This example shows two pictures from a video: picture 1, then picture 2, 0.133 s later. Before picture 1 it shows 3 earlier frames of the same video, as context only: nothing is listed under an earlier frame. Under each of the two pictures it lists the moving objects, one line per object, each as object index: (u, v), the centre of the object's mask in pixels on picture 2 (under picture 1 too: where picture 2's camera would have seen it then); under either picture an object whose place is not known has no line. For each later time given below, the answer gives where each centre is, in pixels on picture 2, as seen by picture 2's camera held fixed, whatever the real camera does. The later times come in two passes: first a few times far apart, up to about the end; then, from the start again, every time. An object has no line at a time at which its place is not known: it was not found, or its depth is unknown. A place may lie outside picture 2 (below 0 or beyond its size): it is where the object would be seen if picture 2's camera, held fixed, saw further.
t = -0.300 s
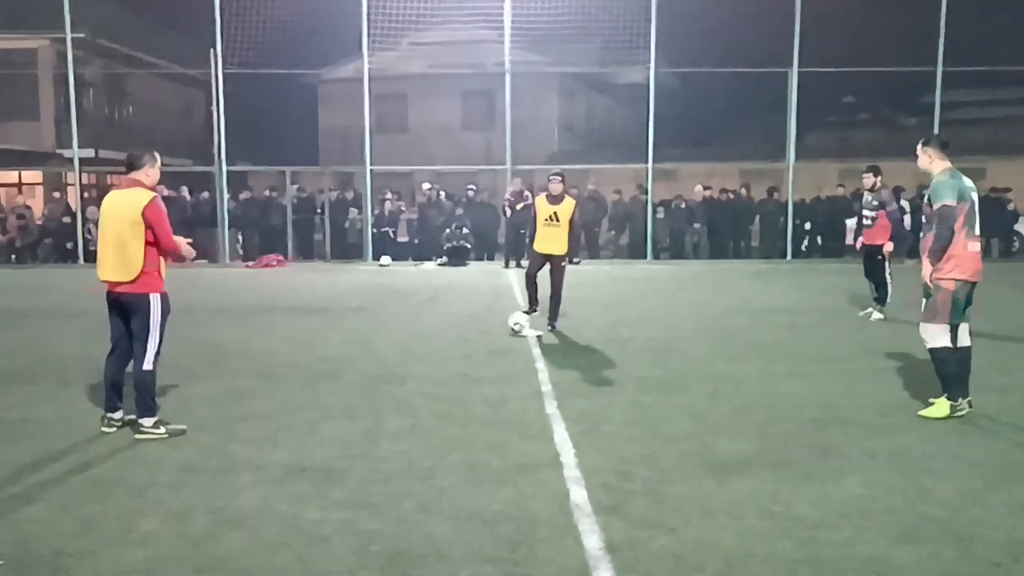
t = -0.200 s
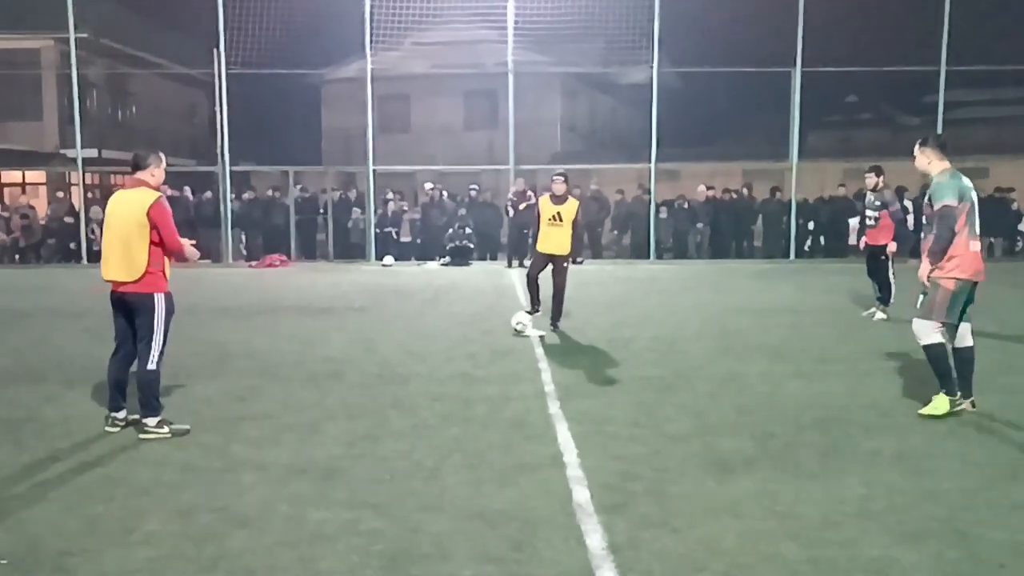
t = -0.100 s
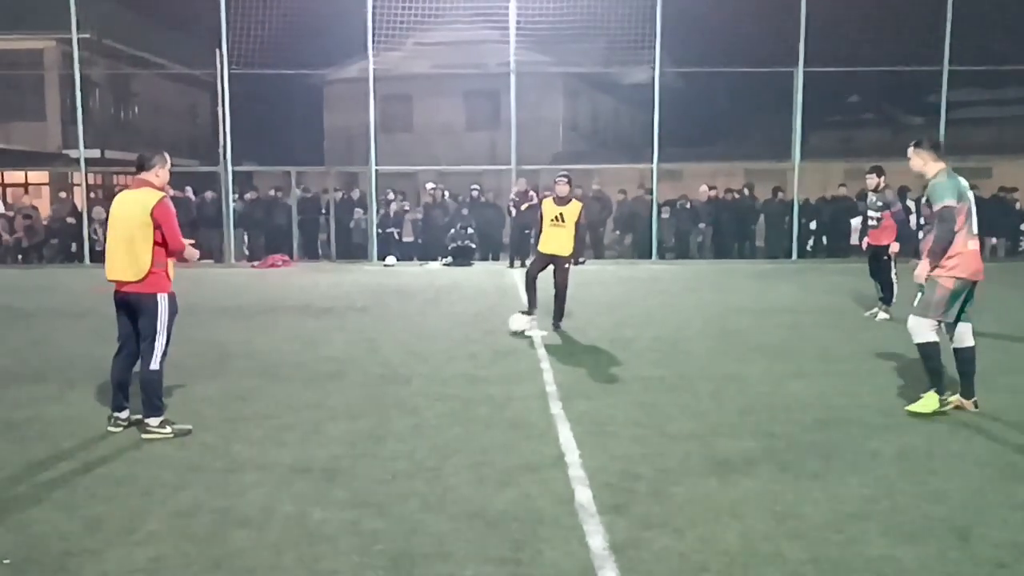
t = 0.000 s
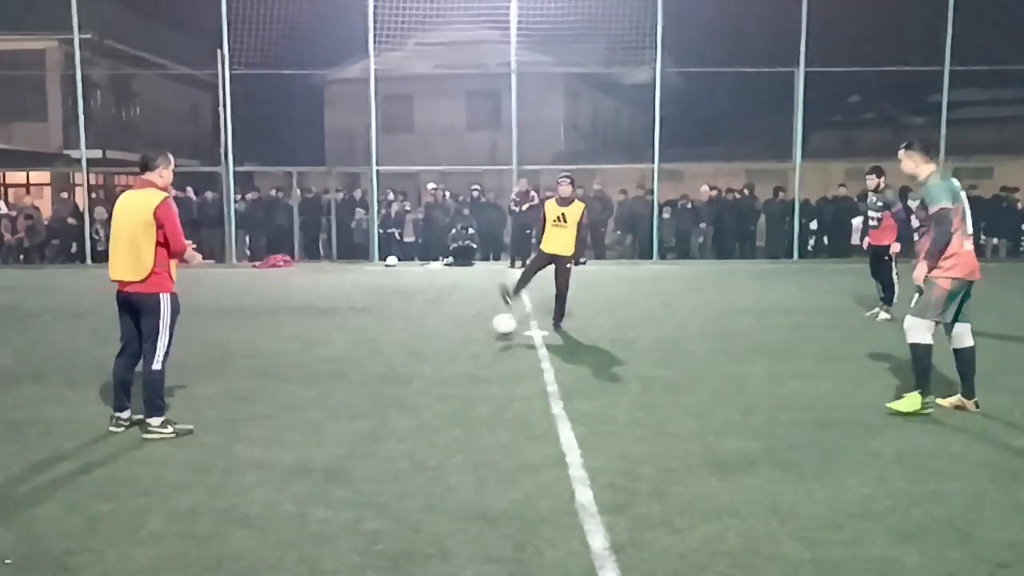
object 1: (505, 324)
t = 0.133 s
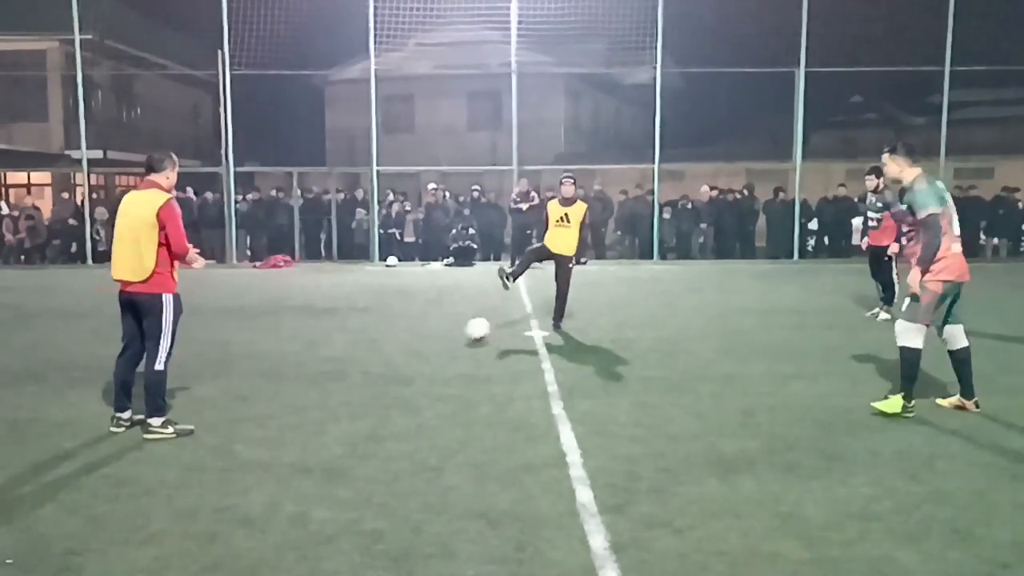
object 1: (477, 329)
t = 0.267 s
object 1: (449, 336)
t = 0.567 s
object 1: (378, 350)
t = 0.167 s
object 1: (471, 331)
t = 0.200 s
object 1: (463, 332)
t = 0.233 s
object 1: (456, 334)
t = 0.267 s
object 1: (449, 336)
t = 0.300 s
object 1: (442, 337)
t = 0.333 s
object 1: (434, 339)
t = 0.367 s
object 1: (426, 340)
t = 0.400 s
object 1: (418, 341)
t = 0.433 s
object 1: (411, 344)
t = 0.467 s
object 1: (403, 345)
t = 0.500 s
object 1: (395, 347)
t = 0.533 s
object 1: (386, 349)
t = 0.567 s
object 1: (378, 350)
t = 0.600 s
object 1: (370, 351)
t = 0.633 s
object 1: (361, 353)
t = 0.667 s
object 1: (352, 355)
